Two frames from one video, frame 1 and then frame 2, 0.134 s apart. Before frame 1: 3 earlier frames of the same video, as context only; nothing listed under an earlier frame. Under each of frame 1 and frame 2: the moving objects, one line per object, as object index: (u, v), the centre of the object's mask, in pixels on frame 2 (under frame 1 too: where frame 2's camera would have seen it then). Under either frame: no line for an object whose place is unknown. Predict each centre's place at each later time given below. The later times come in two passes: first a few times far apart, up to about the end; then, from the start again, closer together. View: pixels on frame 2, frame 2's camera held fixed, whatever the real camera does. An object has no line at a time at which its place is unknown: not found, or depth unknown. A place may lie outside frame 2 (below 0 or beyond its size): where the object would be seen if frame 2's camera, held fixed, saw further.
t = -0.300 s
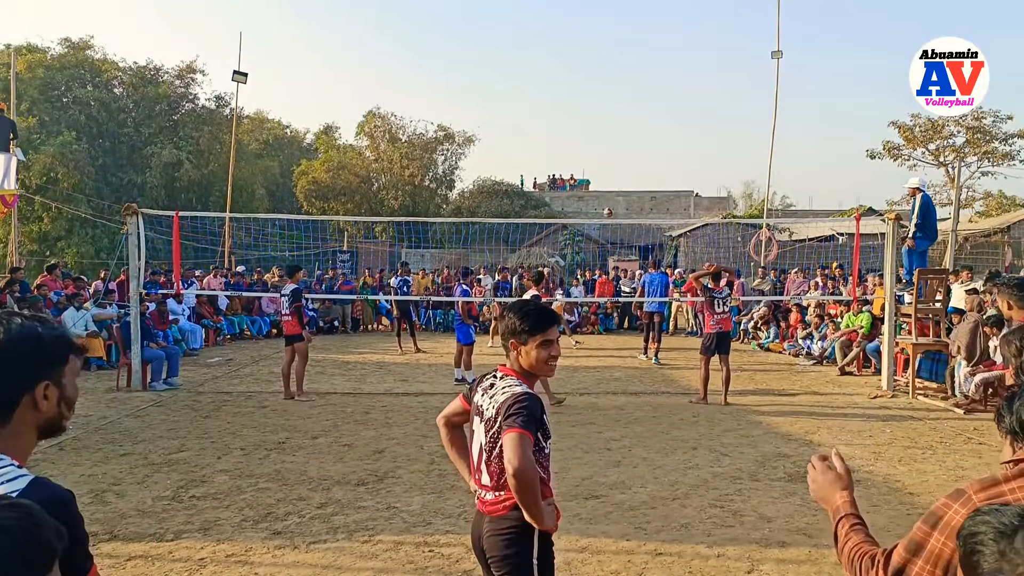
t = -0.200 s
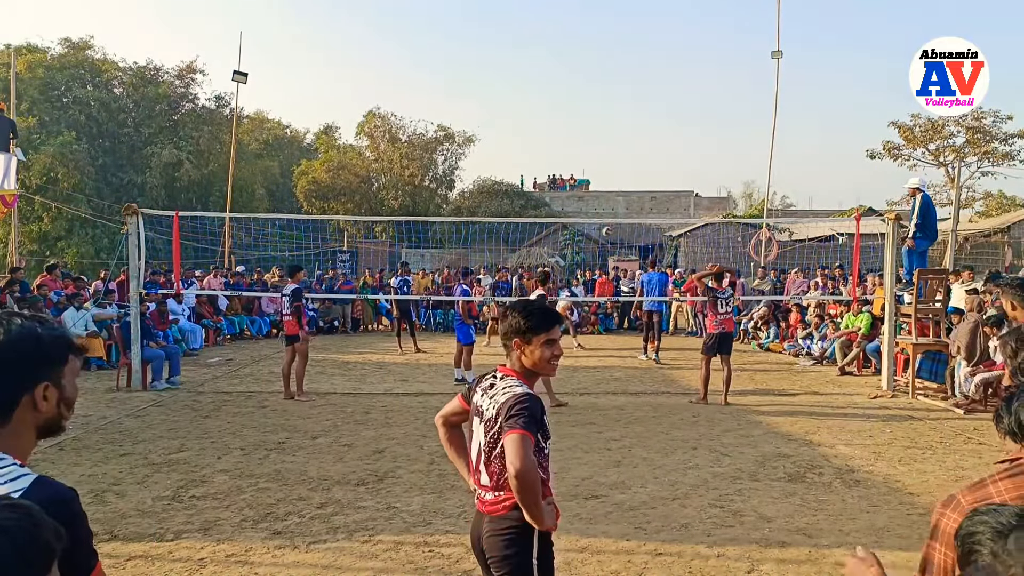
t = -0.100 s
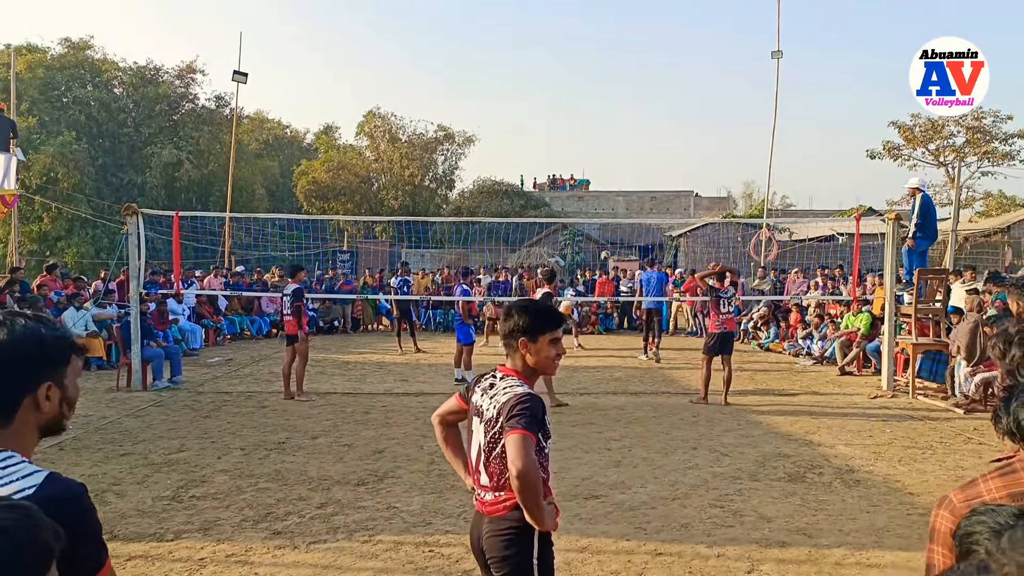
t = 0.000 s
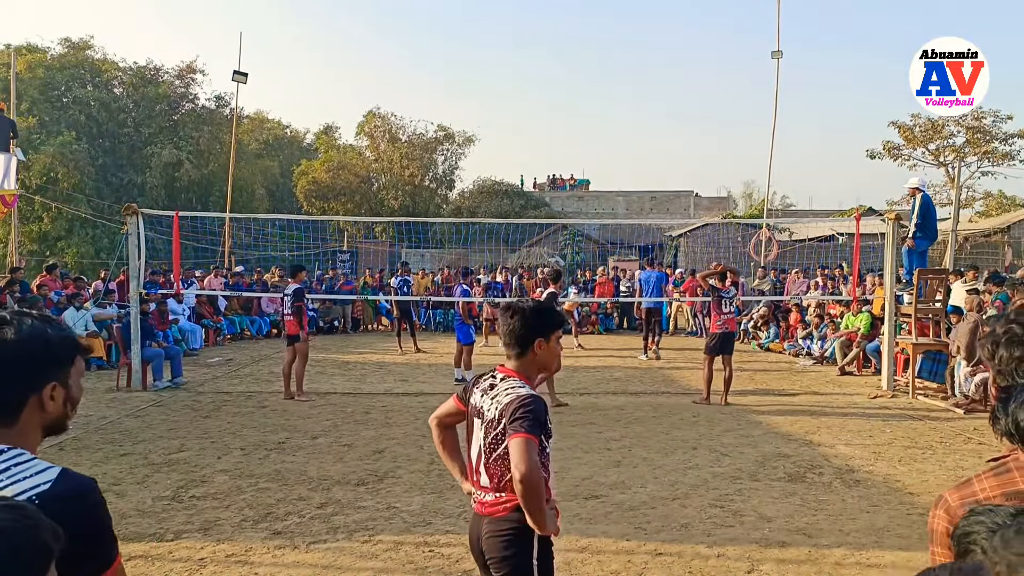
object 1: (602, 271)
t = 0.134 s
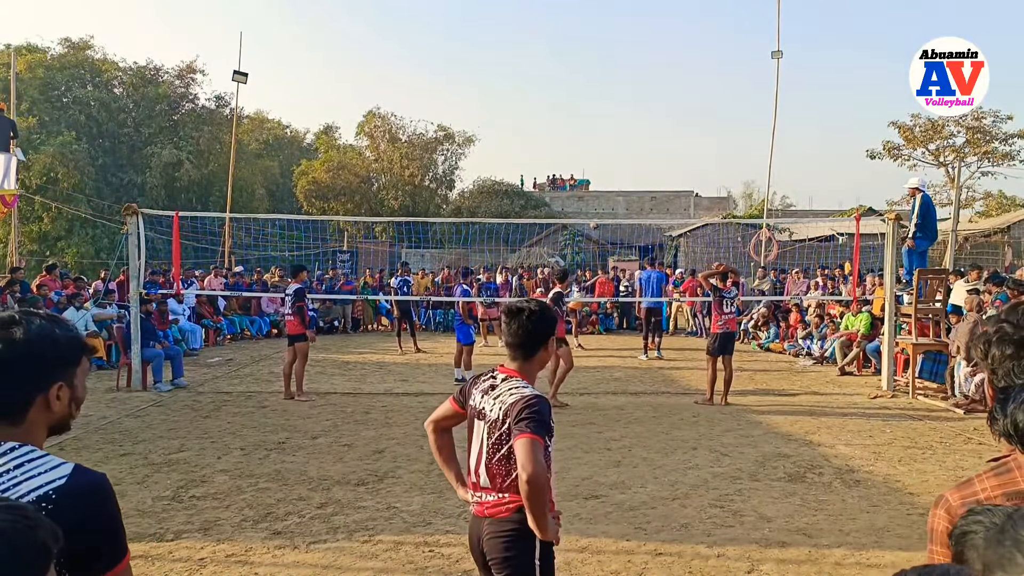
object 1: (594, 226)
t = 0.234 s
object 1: (588, 192)
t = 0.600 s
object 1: (559, 108)
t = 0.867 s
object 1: (531, 90)
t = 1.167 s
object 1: (489, 134)
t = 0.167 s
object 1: (593, 213)
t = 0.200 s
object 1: (591, 202)
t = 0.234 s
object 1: (588, 192)
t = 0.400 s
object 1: (577, 147)
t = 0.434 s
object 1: (574, 139)
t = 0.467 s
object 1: (571, 132)
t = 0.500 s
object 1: (569, 125)
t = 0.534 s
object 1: (565, 119)
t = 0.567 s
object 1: (563, 113)
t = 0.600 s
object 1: (559, 108)
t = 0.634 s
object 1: (556, 103)
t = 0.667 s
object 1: (553, 99)
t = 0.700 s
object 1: (549, 96)
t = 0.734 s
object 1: (546, 93)
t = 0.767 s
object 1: (542, 91)
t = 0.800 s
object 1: (539, 90)
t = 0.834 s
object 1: (535, 89)
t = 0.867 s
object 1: (531, 90)
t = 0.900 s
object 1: (527, 90)
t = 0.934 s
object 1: (523, 92)
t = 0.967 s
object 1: (518, 95)
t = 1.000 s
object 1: (514, 99)
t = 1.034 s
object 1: (509, 104)
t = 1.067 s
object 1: (504, 110)
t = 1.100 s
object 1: (499, 117)
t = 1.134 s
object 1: (494, 125)
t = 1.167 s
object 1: (489, 134)
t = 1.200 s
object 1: (483, 144)
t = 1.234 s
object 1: (478, 156)
